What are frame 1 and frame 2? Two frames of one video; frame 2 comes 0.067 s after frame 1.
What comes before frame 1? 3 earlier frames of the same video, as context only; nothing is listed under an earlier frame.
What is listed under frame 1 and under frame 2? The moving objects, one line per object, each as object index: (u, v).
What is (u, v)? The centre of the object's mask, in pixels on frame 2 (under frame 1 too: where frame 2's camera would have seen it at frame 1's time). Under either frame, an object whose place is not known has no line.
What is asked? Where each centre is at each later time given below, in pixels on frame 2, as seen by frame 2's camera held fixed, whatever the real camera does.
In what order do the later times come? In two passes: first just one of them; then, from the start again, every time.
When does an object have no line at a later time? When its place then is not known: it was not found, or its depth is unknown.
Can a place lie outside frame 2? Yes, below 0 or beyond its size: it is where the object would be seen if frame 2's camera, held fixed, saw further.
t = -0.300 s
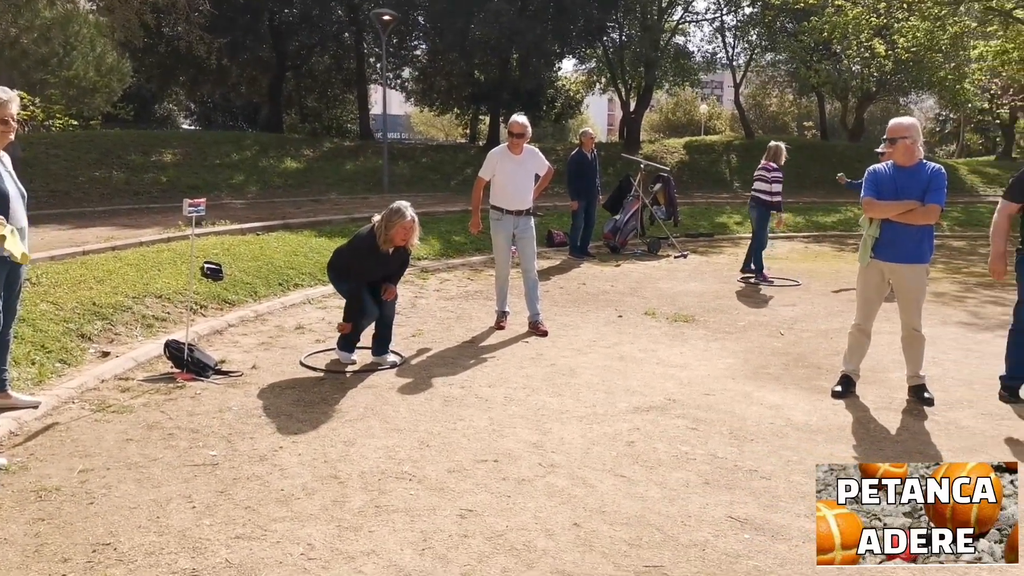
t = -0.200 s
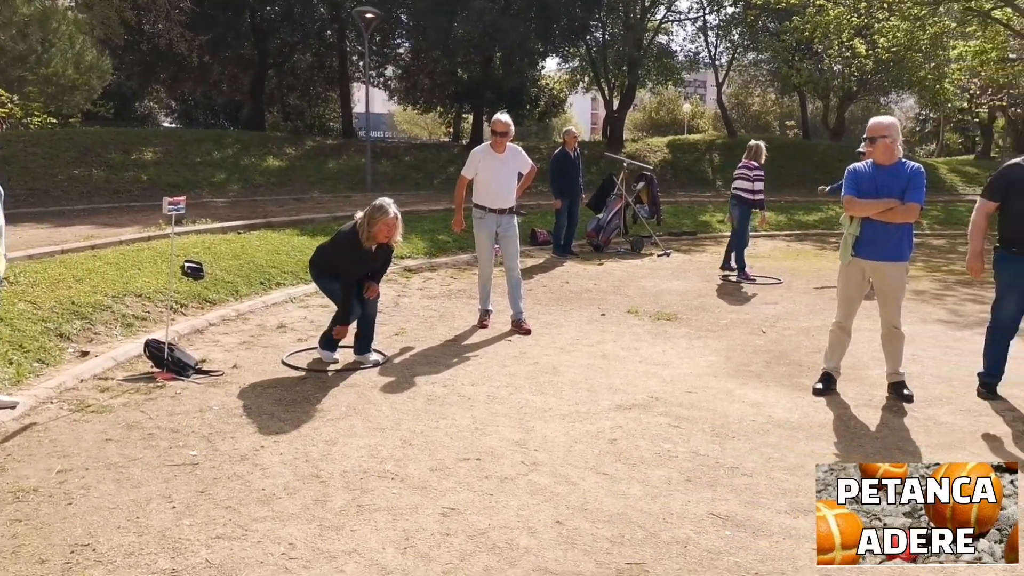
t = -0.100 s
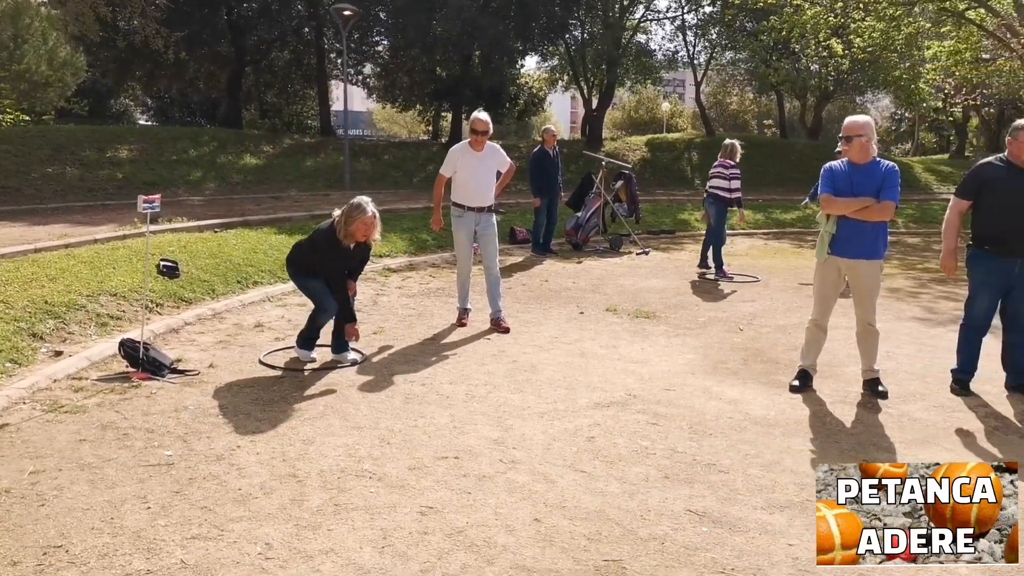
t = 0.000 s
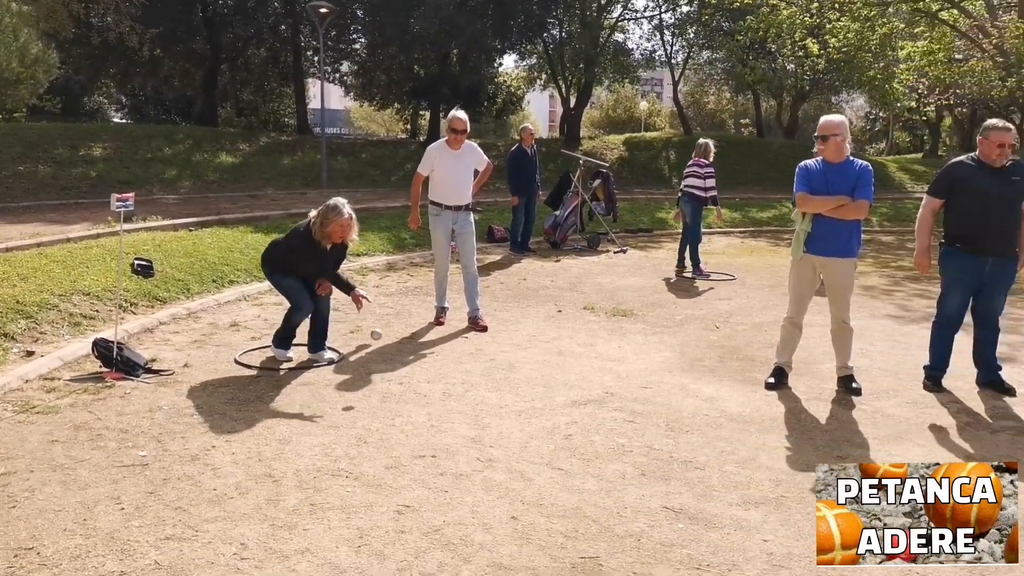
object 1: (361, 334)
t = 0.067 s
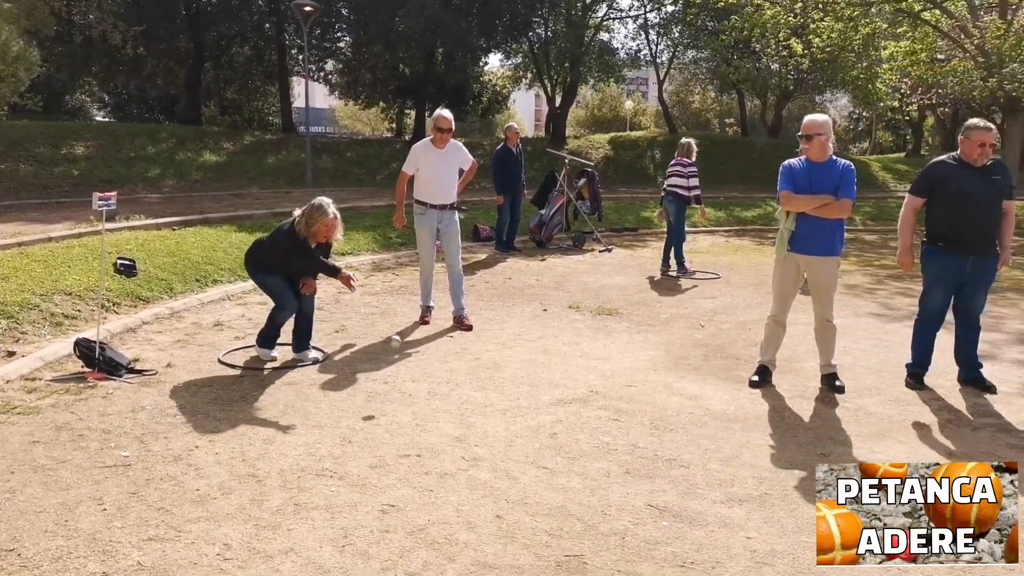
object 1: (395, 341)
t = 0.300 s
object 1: (527, 424)
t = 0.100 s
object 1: (412, 348)
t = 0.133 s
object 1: (430, 357)
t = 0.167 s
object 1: (449, 368)
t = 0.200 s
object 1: (468, 382)
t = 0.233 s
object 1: (488, 398)
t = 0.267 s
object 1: (509, 416)
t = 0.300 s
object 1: (527, 424)
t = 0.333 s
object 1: (543, 427)
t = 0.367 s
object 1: (559, 430)
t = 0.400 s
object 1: (576, 437)
